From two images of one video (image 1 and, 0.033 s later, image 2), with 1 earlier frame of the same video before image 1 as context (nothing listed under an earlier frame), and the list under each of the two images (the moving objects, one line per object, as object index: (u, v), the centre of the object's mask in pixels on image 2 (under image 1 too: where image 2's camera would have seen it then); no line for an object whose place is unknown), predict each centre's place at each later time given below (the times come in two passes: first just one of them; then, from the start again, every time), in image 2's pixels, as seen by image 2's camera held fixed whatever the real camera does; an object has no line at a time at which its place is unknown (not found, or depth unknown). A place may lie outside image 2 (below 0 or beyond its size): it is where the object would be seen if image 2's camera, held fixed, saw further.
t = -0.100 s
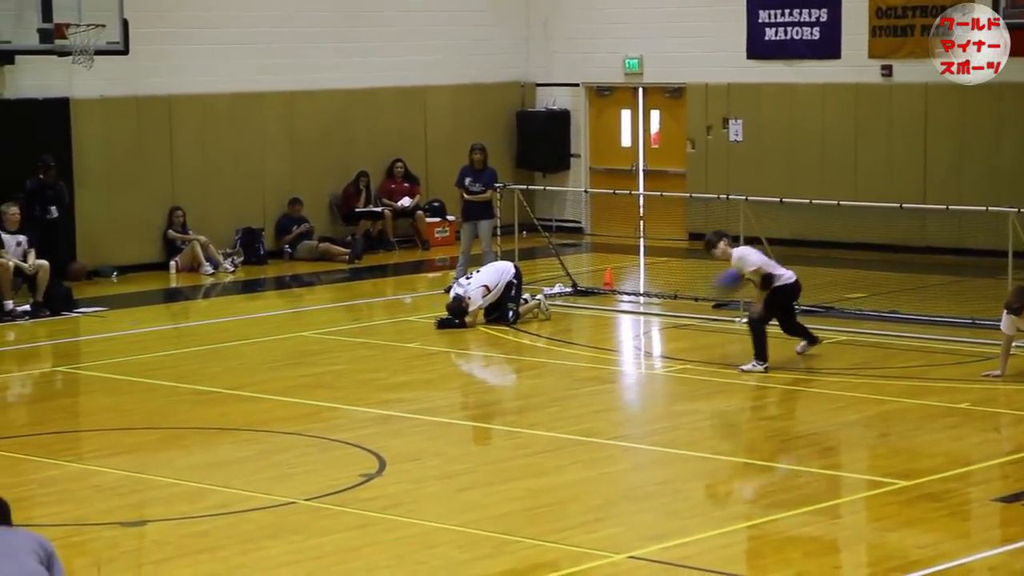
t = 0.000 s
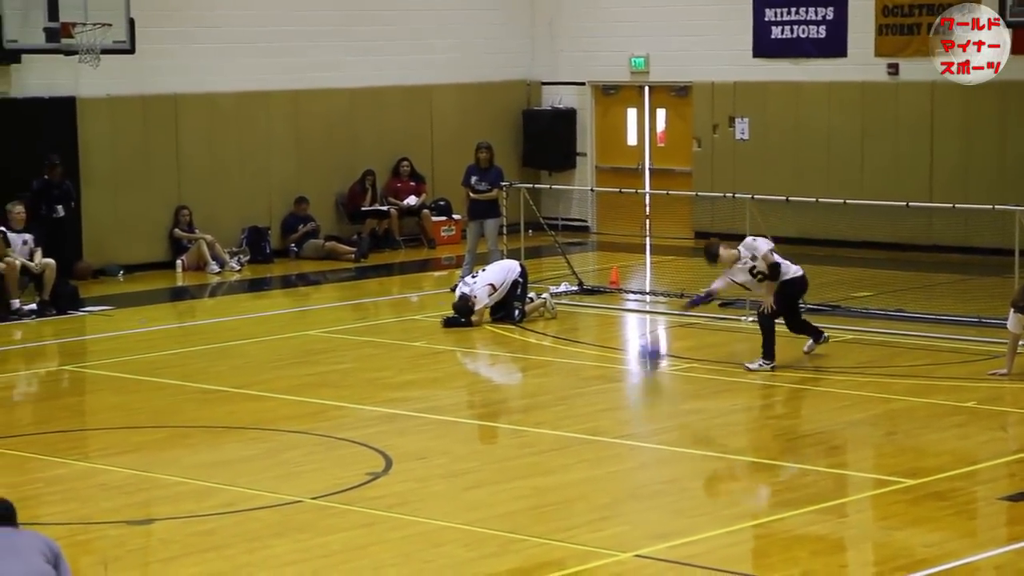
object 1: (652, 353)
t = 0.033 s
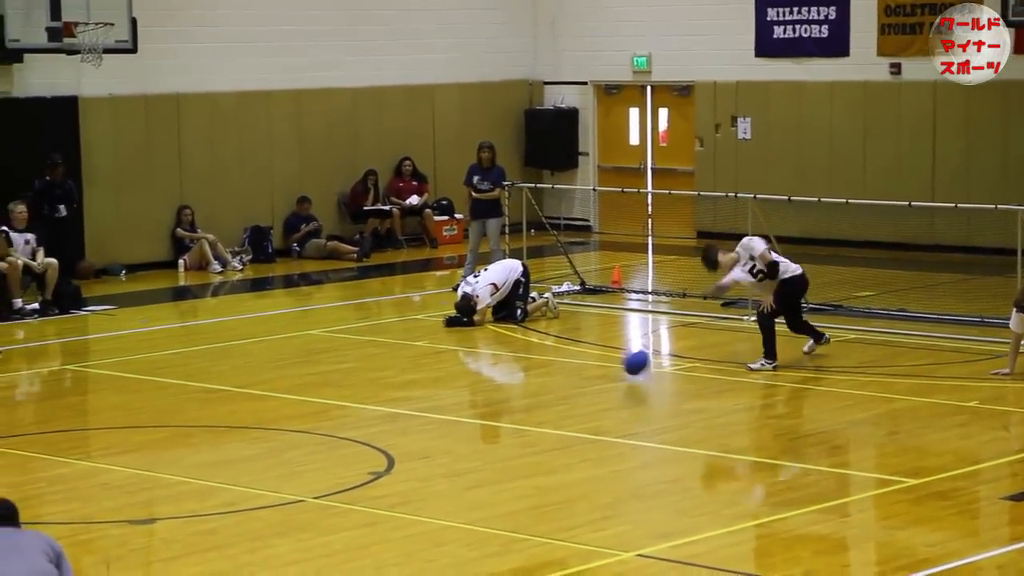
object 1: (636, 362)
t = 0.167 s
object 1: (584, 346)
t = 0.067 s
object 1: (622, 356)
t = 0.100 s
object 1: (610, 351)
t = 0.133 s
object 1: (597, 348)
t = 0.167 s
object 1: (584, 346)
